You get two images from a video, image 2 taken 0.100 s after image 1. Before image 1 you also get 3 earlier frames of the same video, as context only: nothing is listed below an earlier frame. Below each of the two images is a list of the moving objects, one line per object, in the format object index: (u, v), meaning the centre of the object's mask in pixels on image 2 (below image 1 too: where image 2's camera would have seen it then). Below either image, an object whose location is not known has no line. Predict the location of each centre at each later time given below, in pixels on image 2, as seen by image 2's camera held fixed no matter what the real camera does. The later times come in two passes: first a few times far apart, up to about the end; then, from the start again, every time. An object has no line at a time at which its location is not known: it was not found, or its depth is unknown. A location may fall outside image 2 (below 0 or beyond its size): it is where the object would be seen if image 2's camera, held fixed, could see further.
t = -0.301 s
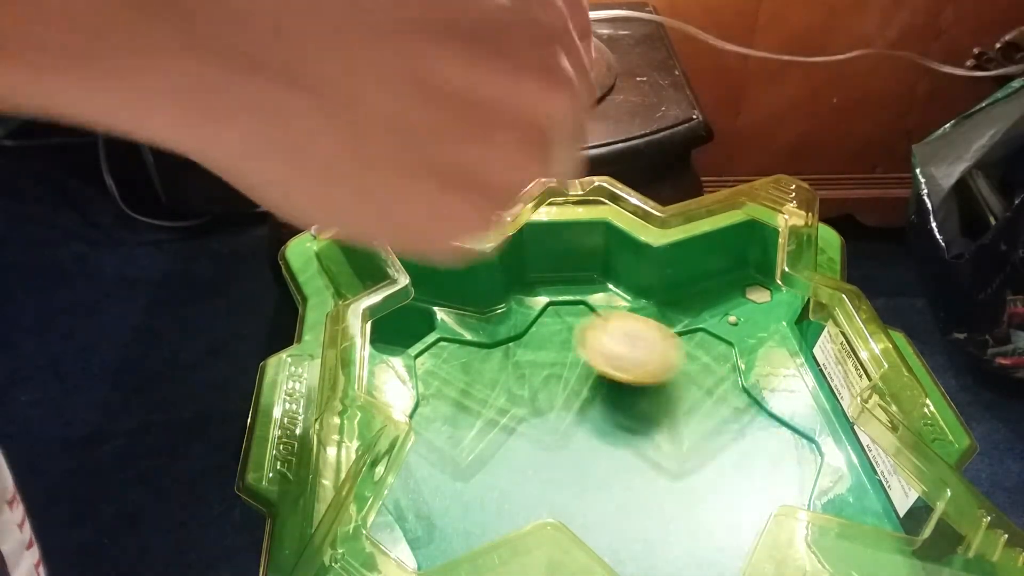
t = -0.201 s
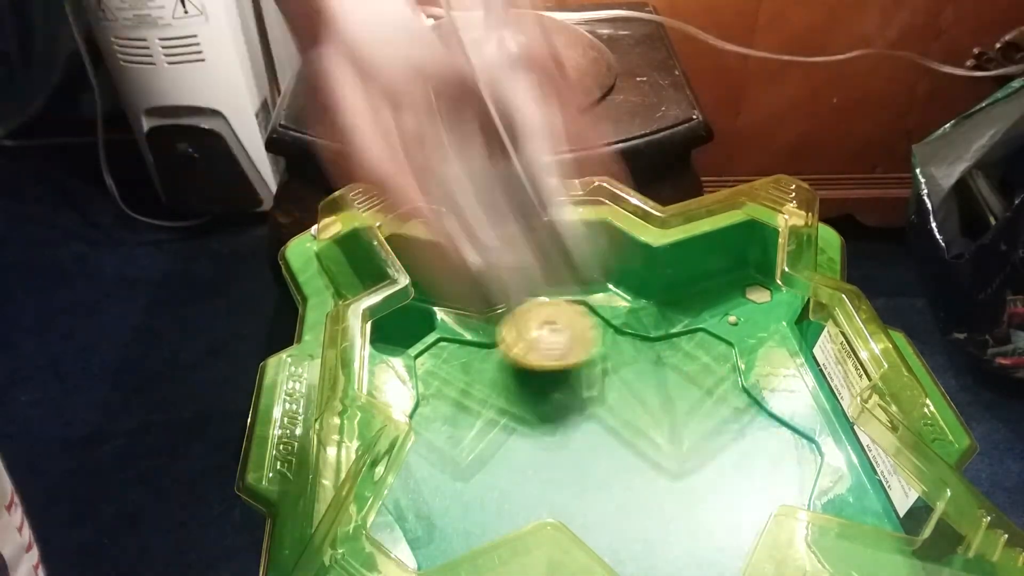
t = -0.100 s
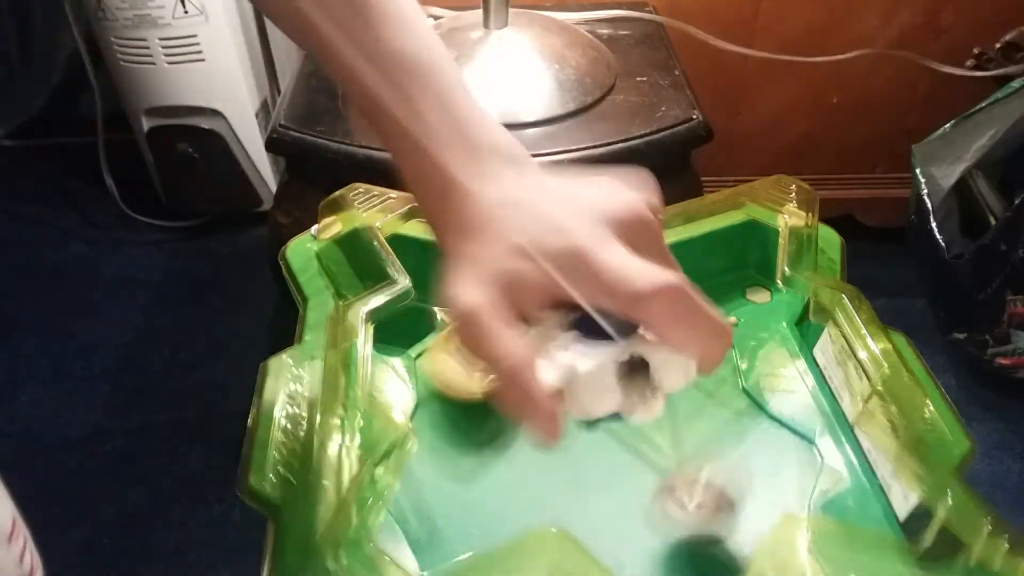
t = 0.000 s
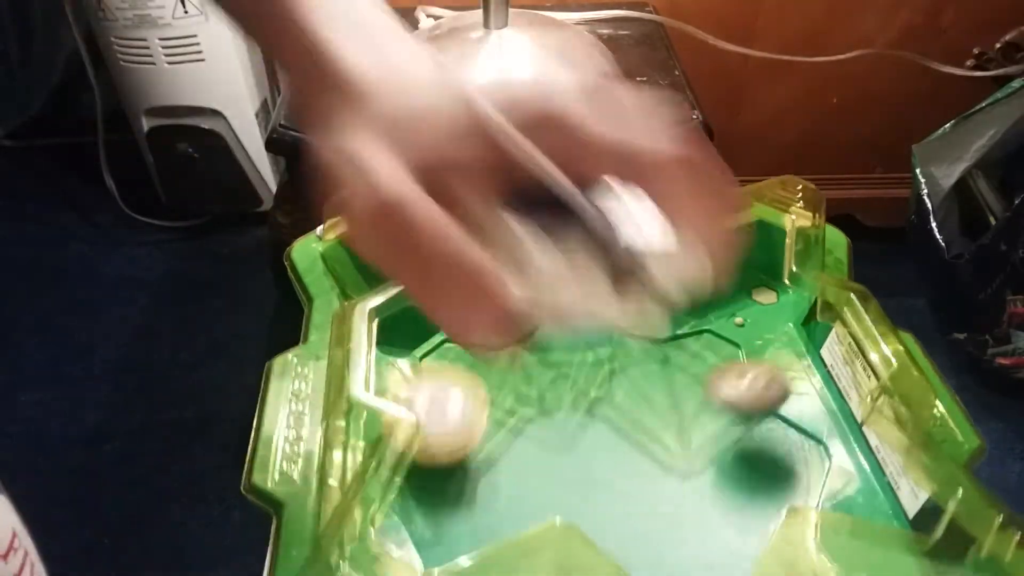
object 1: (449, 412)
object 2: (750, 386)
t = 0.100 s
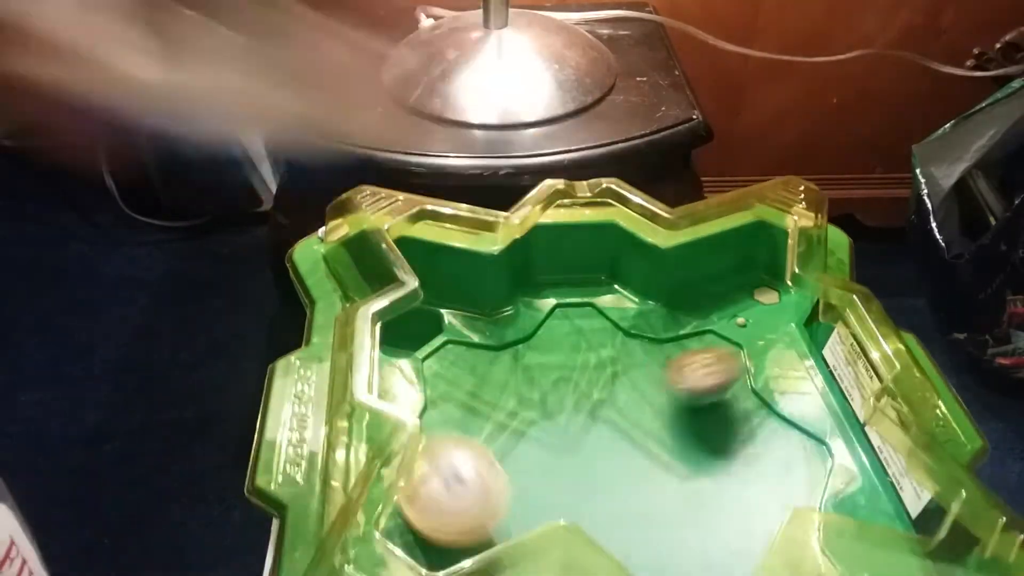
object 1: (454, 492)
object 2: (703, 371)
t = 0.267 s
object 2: (628, 399)
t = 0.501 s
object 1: (747, 507)
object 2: (713, 373)
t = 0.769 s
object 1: (770, 471)
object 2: (700, 313)
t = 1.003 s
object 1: (711, 404)
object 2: (709, 320)
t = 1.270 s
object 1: (607, 431)
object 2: (660, 329)
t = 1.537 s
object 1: (657, 529)
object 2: (598, 317)
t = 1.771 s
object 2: (550, 318)
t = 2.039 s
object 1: (689, 481)
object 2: (512, 370)
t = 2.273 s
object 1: (635, 480)
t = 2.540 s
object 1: (608, 506)
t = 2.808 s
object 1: (622, 521)
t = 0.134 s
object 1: (466, 512)
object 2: (680, 374)
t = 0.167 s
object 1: (479, 523)
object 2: (661, 378)
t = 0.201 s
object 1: (497, 528)
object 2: (644, 387)
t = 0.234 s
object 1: (518, 529)
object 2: (636, 391)
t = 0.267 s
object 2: (628, 399)
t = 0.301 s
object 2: (627, 400)
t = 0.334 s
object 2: (632, 398)
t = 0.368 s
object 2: (642, 395)
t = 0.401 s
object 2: (659, 386)
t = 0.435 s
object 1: (718, 536)
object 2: (677, 384)
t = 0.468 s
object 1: (733, 524)
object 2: (695, 378)
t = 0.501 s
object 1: (747, 507)
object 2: (713, 373)
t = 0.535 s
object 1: (759, 488)
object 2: (732, 368)
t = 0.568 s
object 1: (764, 472)
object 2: (745, 368)
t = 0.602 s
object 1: (766, 460)
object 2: (740, 377)
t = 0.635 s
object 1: (774, 465)
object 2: (723, 363)
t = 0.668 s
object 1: (780, 471)
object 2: (703, 351)
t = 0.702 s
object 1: (780, 473)
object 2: (697, 334)
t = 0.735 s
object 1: (777, 472)
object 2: (696, 322)
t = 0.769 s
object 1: (770, 471)
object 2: (700, 313)
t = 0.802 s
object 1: (765, 466)
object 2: (704, 316)
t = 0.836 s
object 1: (757, 458)
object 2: (710, 320)
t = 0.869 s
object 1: (750, 447)
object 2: (713, 322)
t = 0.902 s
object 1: (743, 435)
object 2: (715, 325)
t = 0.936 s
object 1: (734, 424)
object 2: (715, 324)
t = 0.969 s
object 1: (724, 413)
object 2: (713, 322)
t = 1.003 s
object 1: (711, 404)
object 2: (709, 320)
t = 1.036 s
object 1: (697, 398)
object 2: (704, 317)
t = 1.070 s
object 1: (681, 394)
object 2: (700, 318)
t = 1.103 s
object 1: (667, 394)
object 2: (695, 320)
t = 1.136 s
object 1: (653, 398)
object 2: (688, 322)
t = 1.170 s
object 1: (639, 403)
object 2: (682, 323)
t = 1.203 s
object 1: (626, 410)
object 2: (675, 326)
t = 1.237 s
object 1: (615, 420)
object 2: (668, 328)
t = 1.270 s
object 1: (607, 431)
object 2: (660, 329)
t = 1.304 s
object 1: (602, 445)
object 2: (653, 329)
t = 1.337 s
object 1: (601, 459)
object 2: (644, 327)
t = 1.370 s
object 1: (603, 474)
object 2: (636, 325)
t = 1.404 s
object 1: (608, 488)
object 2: (628, 322)
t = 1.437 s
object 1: (617, 501)
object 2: (621, 320)
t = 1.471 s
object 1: (628, 513)
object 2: (613, 319)
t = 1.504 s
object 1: (641, 523)
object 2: (605, 318)
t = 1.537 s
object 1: (657, 529)
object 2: (598, 317)
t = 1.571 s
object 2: (591, 315)
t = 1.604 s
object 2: (584, 314)
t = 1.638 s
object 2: (576, 313)
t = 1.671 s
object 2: (569, 313)
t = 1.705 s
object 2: (562, 314)
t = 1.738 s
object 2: (556, 316)
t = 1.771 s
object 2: (550, 318)
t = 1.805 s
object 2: (546, 320)
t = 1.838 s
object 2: (542, 323)
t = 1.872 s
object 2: (538, 327)
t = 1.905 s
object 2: (535, 334)
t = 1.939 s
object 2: (530, 341)
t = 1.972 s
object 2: (524, 349)
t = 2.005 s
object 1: (694, 484)
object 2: (518, 359)
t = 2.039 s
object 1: (689, 481)
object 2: (512, 370)
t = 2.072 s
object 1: (682, 478)
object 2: (506, 380)
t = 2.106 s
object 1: (673, 476)
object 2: (499, 391)
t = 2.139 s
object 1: (665, 475)
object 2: (492, 401)
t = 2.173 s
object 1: (657, 475)
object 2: (486, 412)
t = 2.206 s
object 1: (649, 476)
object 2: (480, 423)
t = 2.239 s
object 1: (642, 477)
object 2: (475, 432)
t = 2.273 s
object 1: (635, 480)
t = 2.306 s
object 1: (629, 482)
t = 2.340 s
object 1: (623, 485)
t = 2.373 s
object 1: (619, 489)
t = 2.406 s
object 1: (615, 492)
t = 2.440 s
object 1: (612, 496)
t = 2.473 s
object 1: (610, 500)
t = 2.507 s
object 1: (609, 503)
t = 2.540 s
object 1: (608, 506)
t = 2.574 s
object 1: (608, 508)
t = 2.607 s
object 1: (609, 511)
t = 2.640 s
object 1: (610, 513)
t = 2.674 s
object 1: (612, 515)
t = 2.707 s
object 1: (614, 517)
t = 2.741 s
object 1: (616, 519)
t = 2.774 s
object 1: (619, 520)
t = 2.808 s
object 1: (622, 521)
